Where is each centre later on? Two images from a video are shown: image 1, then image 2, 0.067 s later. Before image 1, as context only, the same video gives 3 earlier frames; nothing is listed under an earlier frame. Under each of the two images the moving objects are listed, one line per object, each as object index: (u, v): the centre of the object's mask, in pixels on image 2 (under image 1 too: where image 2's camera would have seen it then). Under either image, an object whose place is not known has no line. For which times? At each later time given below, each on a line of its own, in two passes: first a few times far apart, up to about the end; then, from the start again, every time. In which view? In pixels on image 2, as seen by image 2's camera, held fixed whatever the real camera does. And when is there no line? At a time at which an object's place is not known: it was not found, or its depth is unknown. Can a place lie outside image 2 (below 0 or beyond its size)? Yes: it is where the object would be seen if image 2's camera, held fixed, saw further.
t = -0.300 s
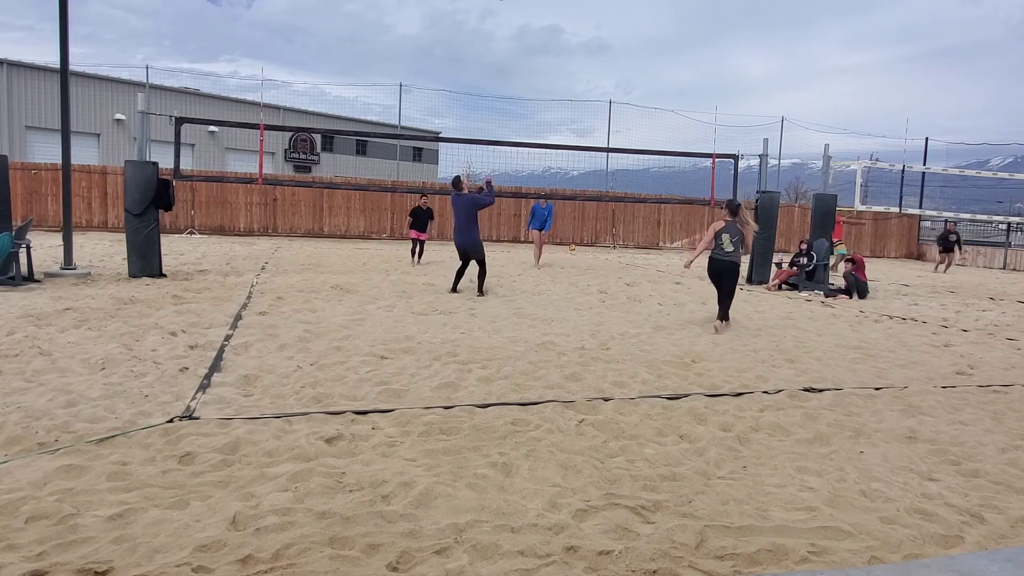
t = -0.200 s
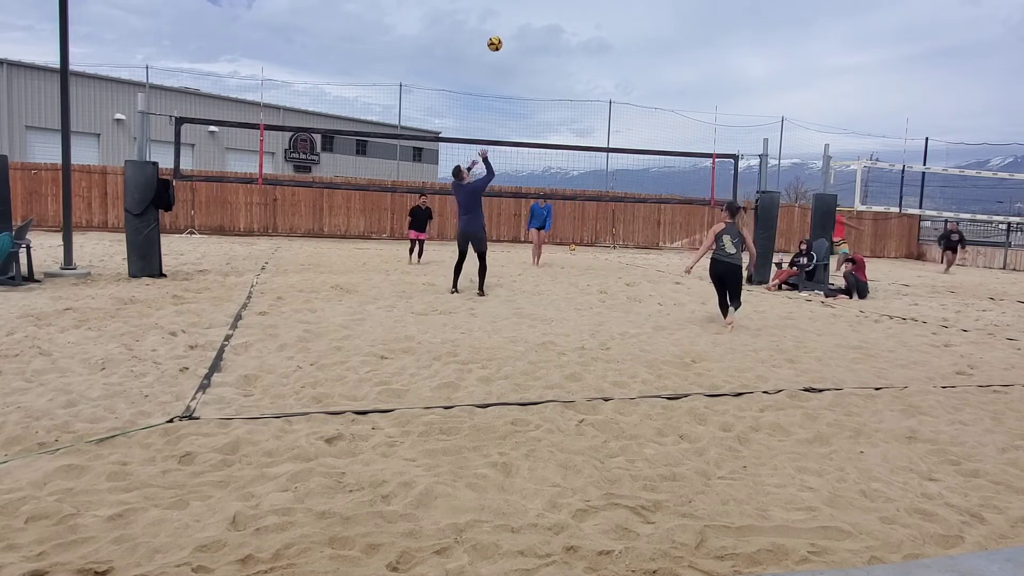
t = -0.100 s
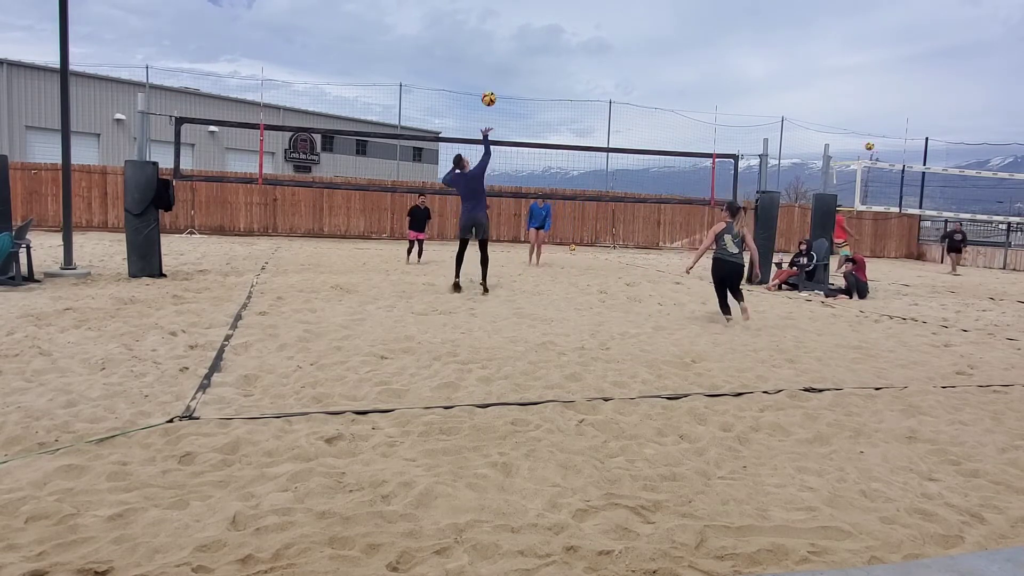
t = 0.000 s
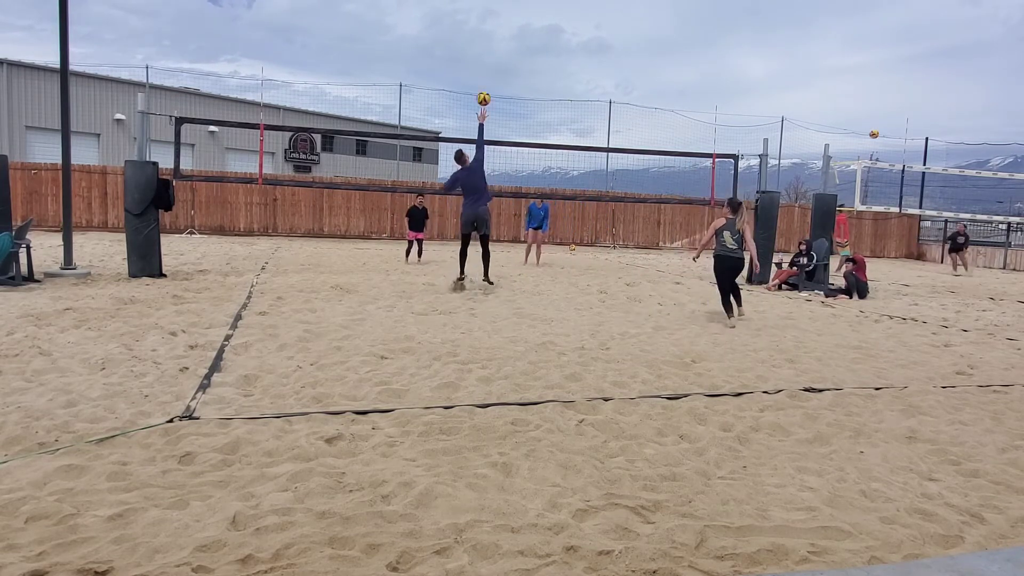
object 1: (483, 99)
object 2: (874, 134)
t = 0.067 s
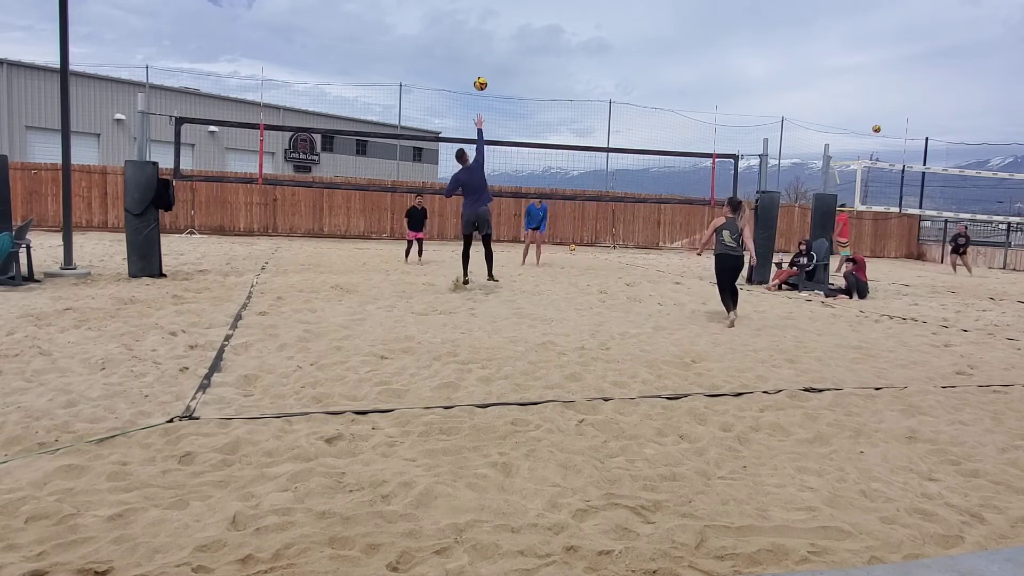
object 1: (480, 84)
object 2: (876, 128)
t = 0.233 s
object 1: (473, 63)
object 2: (882, 122)
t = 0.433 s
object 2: (889, 130)
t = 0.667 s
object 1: (457, 90)
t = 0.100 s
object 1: (479, 78)
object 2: (878, 126)
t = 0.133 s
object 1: (478, 73)
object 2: (879, 125)
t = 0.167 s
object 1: (476, 69)
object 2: (881, 124)
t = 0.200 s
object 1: (474, 65)
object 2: (882, 123)
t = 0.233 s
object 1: (473, 63)
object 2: (882, 122)
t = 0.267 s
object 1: (472, 61)
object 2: (883, 123)
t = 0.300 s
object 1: (470, 60)
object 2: (885, 123)
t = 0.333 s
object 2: (886, 124)
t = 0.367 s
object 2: (887, 125)
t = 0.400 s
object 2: (888, 127)
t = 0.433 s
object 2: (889, 130)
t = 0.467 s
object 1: (464, 65)
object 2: (890, 132)
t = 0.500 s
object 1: (463, 68)
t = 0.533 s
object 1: (462, 72)
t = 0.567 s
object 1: (461, 76)
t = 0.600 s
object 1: (460, 80)
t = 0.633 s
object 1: (458, 85)
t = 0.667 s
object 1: (457, 90)
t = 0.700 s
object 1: (456, 95)
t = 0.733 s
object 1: (455, 102)
